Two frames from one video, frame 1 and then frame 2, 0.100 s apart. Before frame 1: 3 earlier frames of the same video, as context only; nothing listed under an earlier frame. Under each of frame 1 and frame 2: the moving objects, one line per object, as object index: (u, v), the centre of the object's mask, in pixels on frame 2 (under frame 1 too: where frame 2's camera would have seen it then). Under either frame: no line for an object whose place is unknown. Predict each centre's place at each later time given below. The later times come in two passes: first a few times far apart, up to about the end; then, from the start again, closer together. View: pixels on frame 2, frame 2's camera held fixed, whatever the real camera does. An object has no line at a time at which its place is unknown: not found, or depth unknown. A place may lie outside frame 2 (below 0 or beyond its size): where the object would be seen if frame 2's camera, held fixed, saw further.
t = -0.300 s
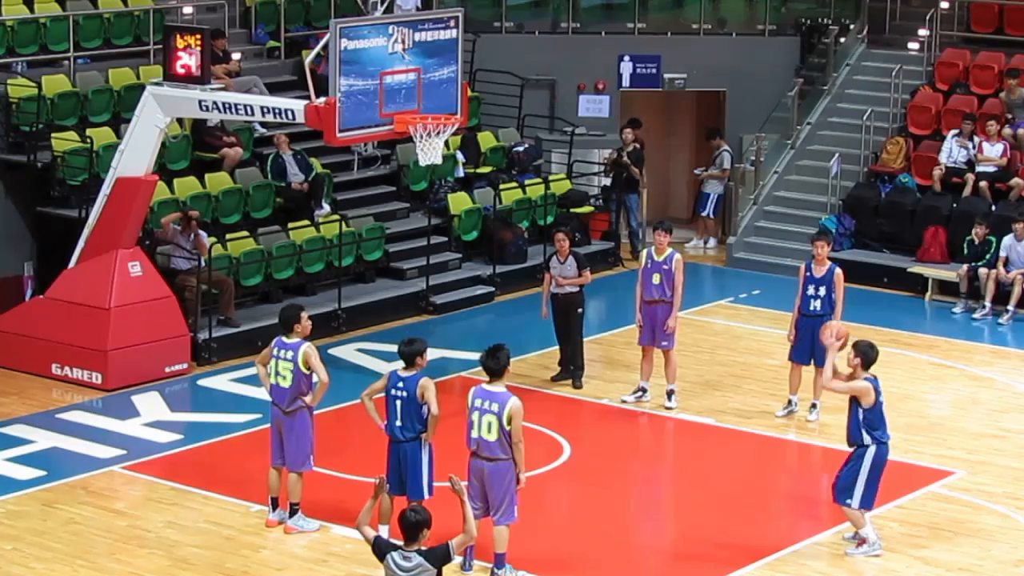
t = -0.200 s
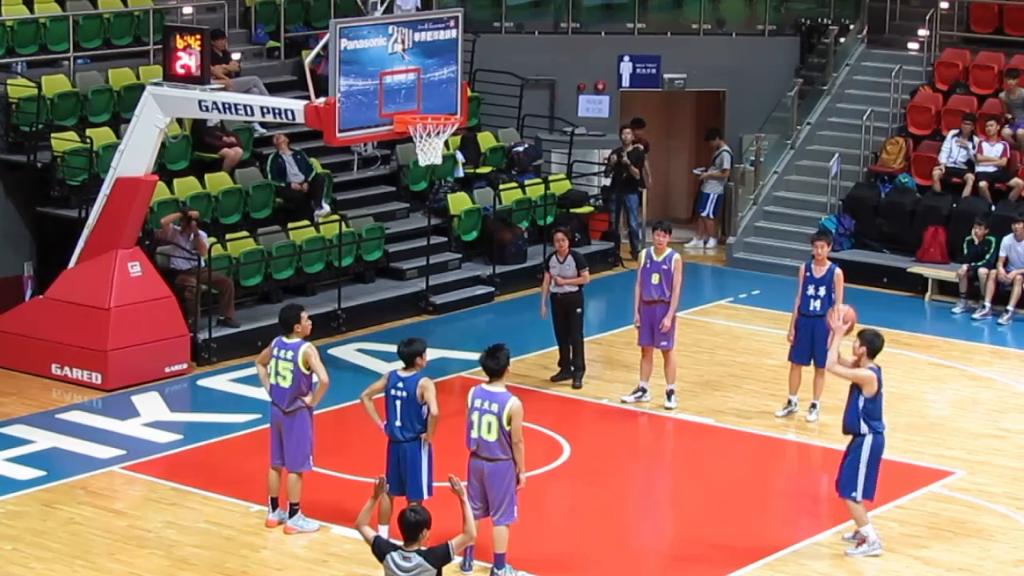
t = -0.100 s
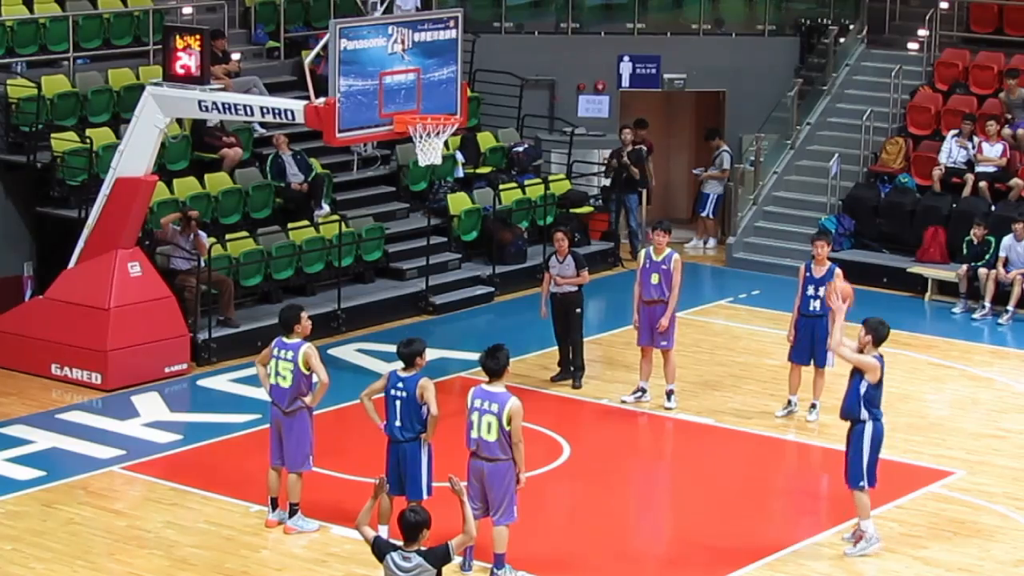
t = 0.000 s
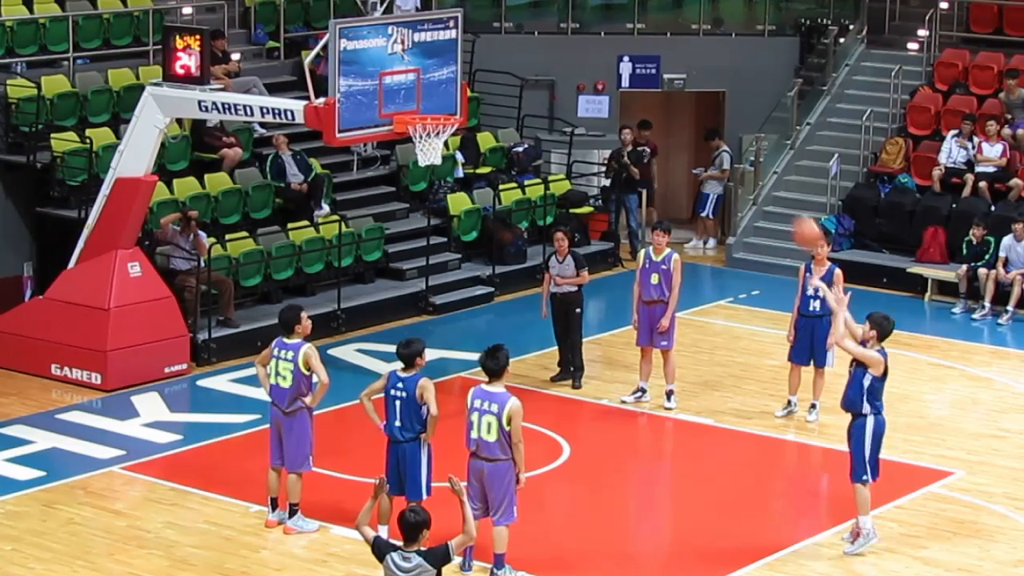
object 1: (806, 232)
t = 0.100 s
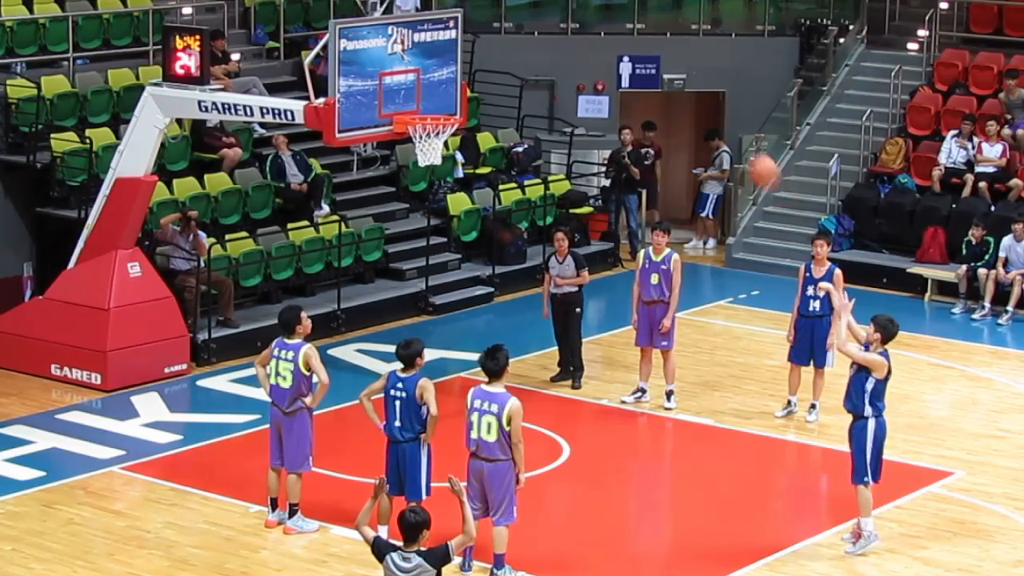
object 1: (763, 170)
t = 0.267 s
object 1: (692, 96)
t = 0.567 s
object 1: (571, 44)
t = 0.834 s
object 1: (471, 83)
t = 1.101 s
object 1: (419, 158)
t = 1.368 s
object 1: (438, 204)
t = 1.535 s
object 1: (450, 275)
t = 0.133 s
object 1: (749, 153)
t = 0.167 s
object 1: (735, 136)
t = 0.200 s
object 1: (720, 122)
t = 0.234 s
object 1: (706, 109)
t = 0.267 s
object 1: (692, 96)
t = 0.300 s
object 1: (678, 85)
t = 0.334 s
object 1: (665, 75)
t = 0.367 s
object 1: (651, 66)
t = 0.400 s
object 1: (638, 59)
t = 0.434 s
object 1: (624, 52)
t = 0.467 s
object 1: (611, 49)
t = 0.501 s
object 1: (598, 46)
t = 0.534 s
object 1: (584, 44)
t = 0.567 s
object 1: (571, 44)
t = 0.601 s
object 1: (558, 45)
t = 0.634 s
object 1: (545, 47)
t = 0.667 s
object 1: (532, 50)
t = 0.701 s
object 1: (520, 54)
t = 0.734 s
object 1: (507, 59)
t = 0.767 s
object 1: (495, 66)
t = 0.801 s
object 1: (482, 74)
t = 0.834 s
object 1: (471, 83)
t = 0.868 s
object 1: (458, 93)
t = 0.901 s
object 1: (445, 103)
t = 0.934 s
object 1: (435, 112)
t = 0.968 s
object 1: (426, 121)
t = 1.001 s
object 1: (419, 142)
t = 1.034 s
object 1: (419, 150)
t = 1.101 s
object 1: (419, 158)
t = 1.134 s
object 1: (422, 156)
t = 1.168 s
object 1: (425, 158)
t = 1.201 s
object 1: (428, 163)
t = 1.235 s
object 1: (430, 169)
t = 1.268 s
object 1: (432, 176)
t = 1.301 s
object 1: (434, 184)
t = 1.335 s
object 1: (436, 193)
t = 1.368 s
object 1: (438, 204)
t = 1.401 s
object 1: (441, 215)
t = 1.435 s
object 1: (444, 228)
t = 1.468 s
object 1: (446, 241)
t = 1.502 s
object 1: (448, 258)
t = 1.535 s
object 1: (450, 275)
